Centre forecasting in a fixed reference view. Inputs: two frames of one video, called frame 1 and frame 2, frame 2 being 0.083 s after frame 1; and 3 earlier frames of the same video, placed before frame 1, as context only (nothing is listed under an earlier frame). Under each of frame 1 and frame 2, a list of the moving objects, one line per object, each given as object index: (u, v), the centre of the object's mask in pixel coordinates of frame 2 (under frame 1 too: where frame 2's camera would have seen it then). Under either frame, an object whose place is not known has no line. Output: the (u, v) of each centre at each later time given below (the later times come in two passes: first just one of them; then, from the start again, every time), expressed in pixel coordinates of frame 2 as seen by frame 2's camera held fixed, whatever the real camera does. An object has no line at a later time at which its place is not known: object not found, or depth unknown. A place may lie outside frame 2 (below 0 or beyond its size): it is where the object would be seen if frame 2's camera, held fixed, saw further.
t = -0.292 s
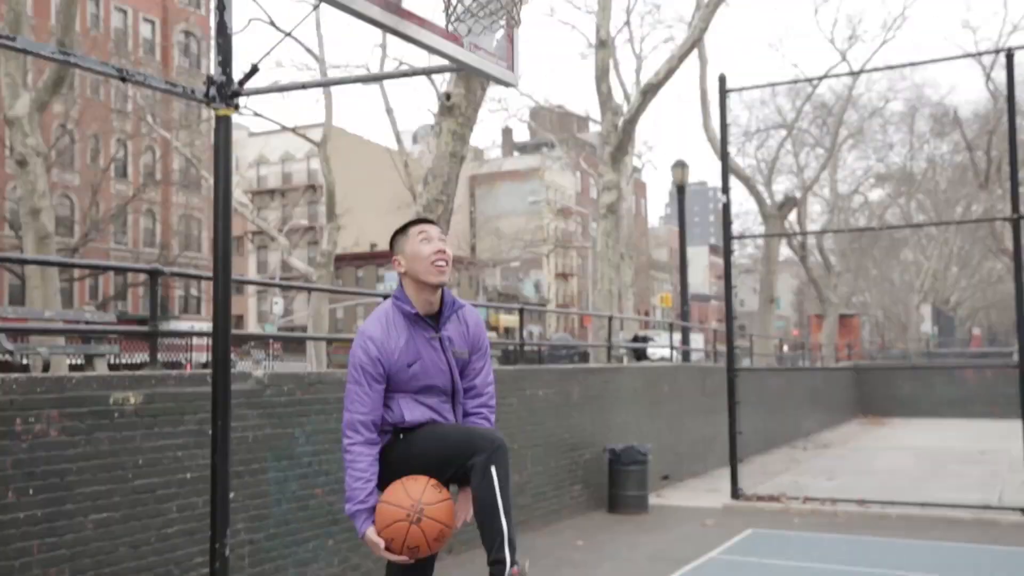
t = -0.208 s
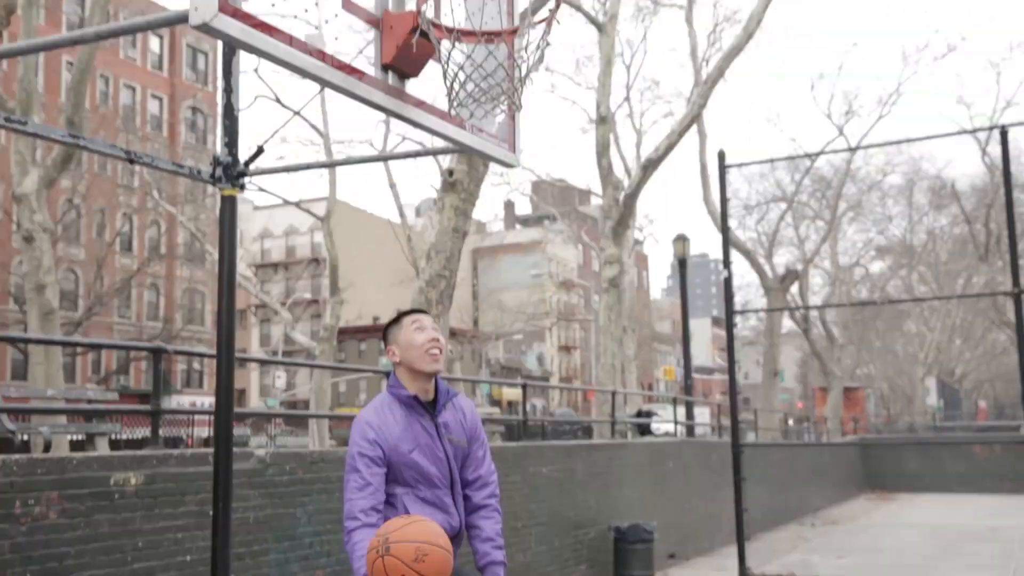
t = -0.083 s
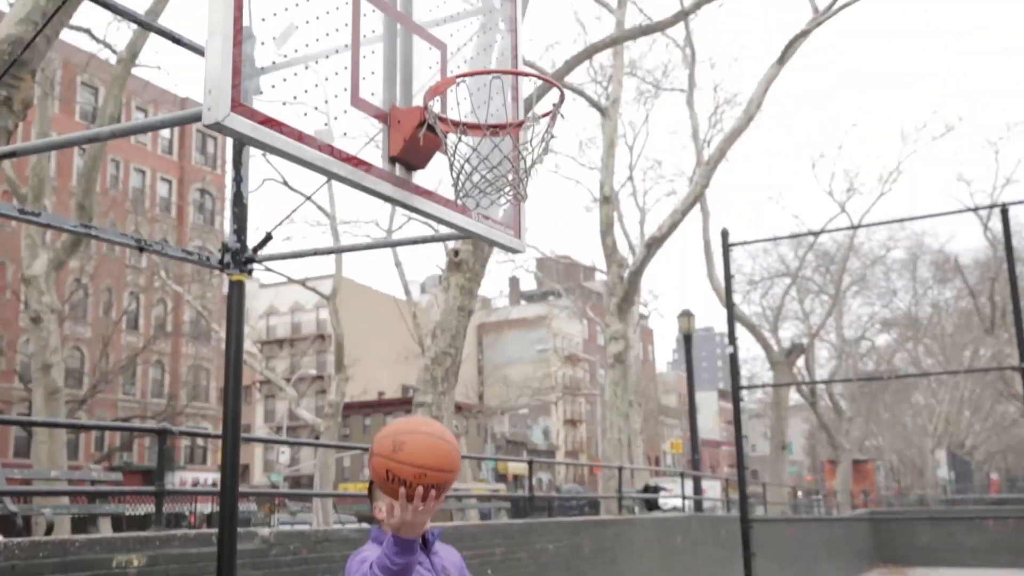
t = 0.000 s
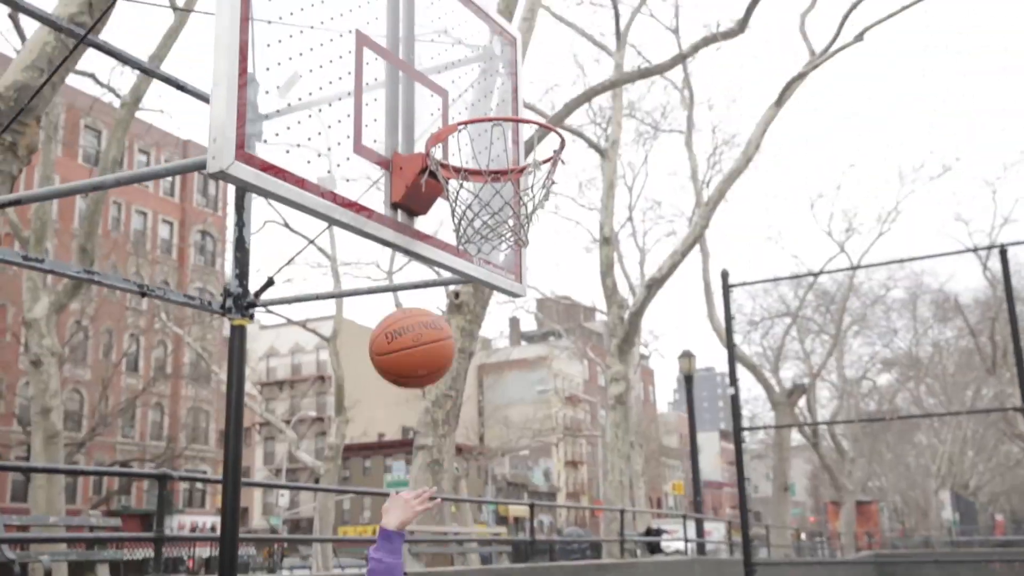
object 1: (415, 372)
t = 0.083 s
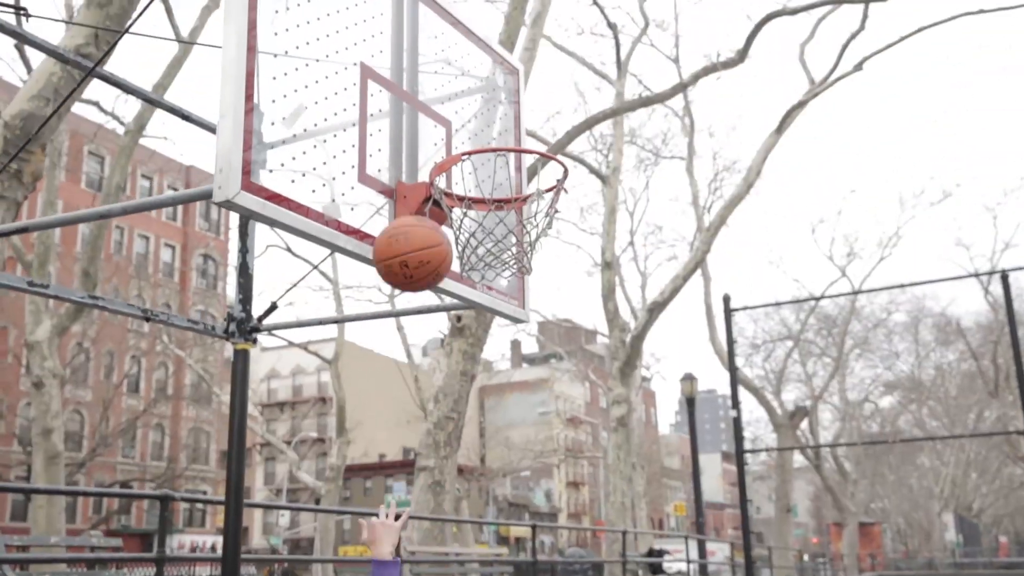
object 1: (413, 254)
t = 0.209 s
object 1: (409, 136)
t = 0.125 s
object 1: (411, 208)
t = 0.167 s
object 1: (410, 169)
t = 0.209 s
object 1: (409, 136)
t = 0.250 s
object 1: (407, 110)
